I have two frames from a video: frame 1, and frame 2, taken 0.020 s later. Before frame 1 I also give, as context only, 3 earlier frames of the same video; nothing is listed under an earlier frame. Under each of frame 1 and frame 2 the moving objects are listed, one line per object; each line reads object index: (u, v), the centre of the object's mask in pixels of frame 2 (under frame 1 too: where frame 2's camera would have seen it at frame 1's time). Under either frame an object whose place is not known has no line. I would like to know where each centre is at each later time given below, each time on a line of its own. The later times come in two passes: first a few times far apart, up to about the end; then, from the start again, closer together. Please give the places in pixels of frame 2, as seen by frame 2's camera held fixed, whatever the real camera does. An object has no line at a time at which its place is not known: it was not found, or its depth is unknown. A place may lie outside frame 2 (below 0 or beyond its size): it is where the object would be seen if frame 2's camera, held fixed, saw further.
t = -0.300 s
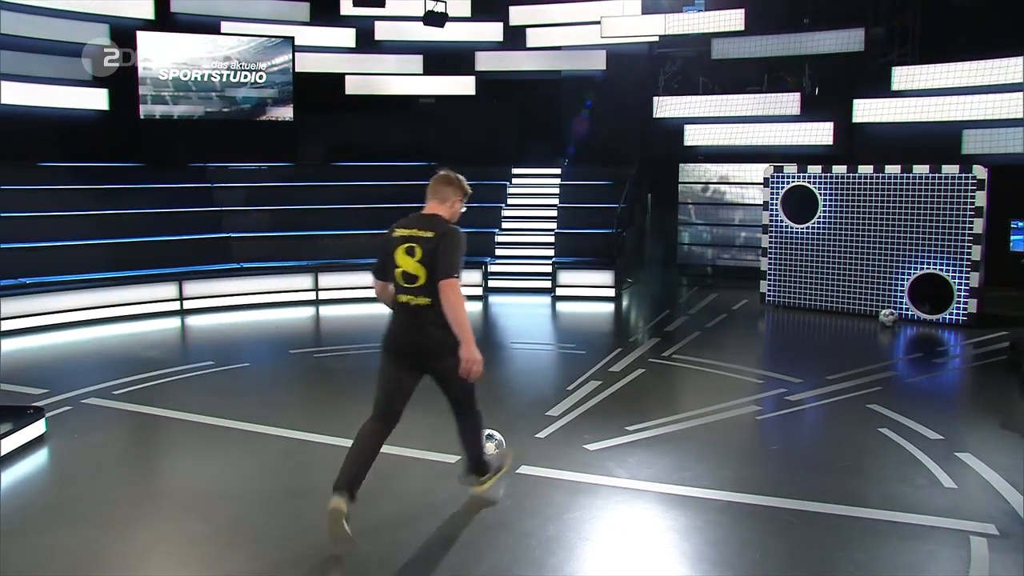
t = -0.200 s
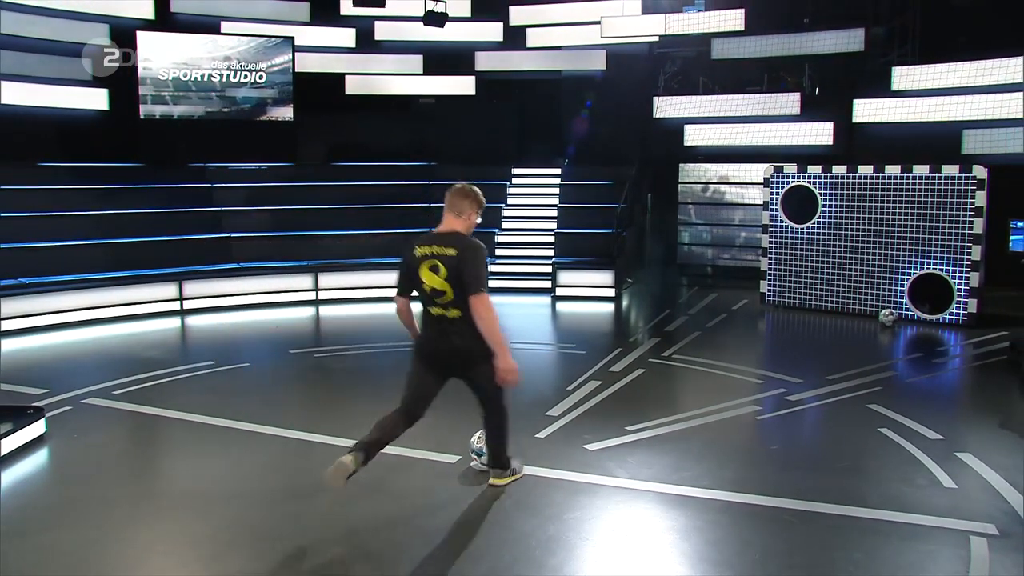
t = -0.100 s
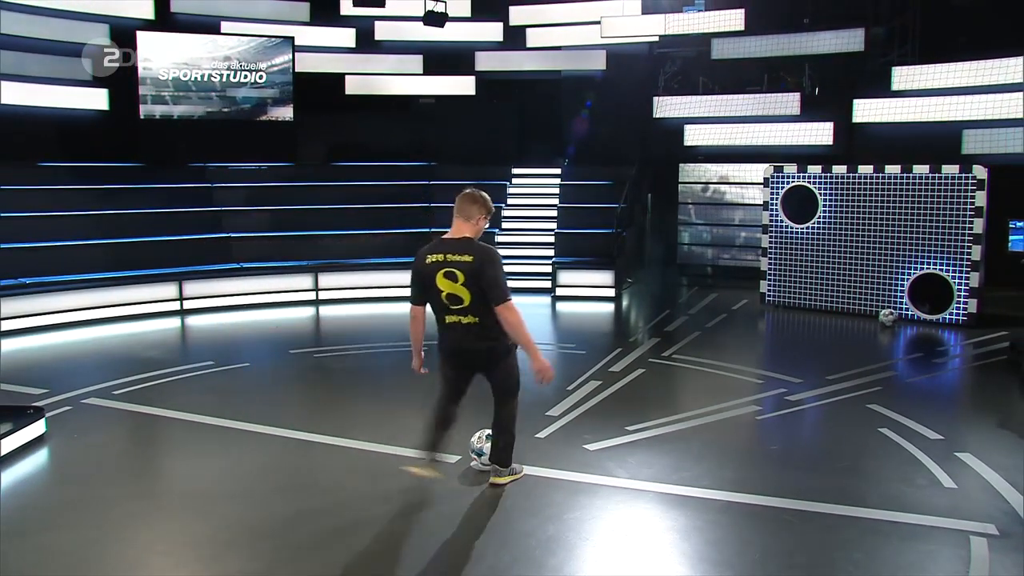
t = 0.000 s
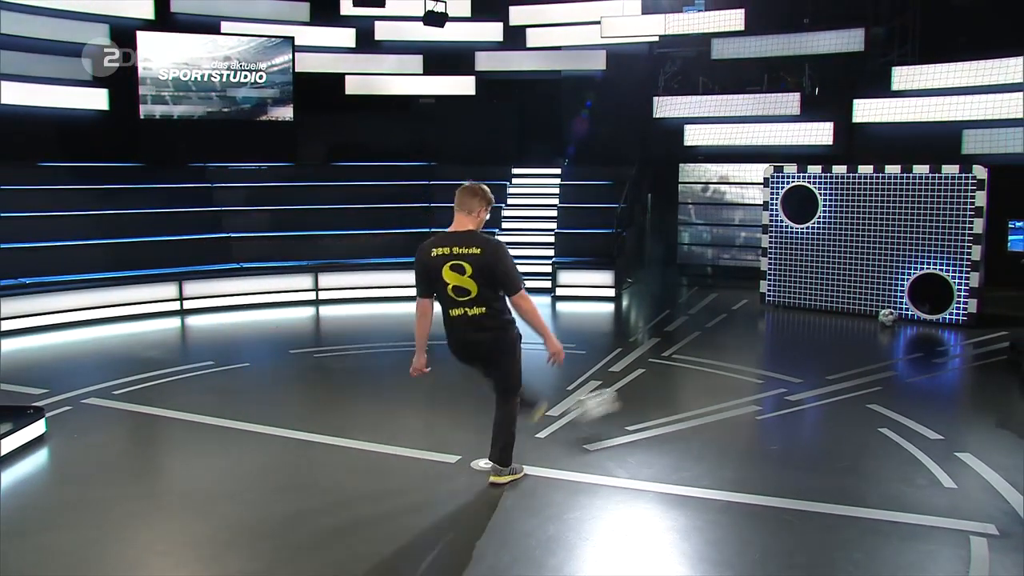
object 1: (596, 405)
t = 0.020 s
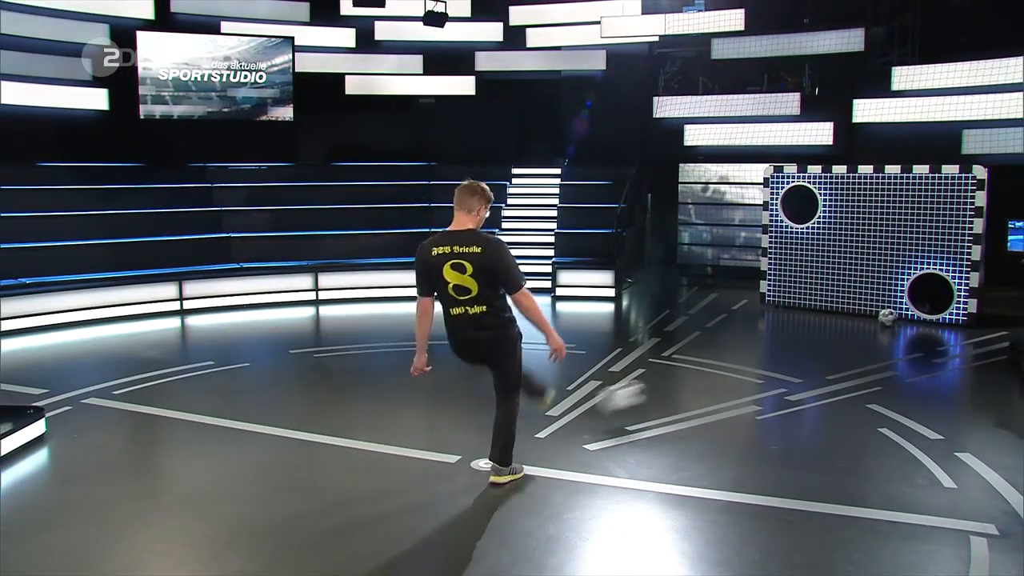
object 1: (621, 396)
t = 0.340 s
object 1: (889, 325)
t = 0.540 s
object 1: (941, 325)
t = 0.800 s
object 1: (920, 354)
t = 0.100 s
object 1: (717, 369)
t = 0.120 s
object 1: (737, 365)
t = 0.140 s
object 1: (756, 360)
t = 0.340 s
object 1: (889, 325)
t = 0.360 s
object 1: (903, 323)
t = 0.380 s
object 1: (912, 319)
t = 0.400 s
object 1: (922, 318)
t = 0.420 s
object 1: (929, 316)
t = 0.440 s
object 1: (938, 316)
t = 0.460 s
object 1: (944, 317)
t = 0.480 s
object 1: (945, 319)
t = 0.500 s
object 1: (943, 321)
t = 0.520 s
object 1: (942, 323)
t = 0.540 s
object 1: (941, 325)
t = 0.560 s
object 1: (939, 326)
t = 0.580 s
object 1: (937, 328)
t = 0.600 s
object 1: (936, 330)
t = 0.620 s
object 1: (935, 332)
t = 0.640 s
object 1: (933, 337)
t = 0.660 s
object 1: (931, 339)
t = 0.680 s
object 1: (930, 340)
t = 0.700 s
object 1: (928, 342)
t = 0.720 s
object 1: (927, 343)
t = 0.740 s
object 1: (925, 345)
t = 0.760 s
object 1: (923, 348)
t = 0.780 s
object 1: (922, 352)
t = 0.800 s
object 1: (920, 354)
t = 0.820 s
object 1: (918, 355)
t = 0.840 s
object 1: (917, 358)
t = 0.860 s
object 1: (914, 360)
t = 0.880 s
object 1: (913, 362)
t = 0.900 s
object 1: (911, 366)
